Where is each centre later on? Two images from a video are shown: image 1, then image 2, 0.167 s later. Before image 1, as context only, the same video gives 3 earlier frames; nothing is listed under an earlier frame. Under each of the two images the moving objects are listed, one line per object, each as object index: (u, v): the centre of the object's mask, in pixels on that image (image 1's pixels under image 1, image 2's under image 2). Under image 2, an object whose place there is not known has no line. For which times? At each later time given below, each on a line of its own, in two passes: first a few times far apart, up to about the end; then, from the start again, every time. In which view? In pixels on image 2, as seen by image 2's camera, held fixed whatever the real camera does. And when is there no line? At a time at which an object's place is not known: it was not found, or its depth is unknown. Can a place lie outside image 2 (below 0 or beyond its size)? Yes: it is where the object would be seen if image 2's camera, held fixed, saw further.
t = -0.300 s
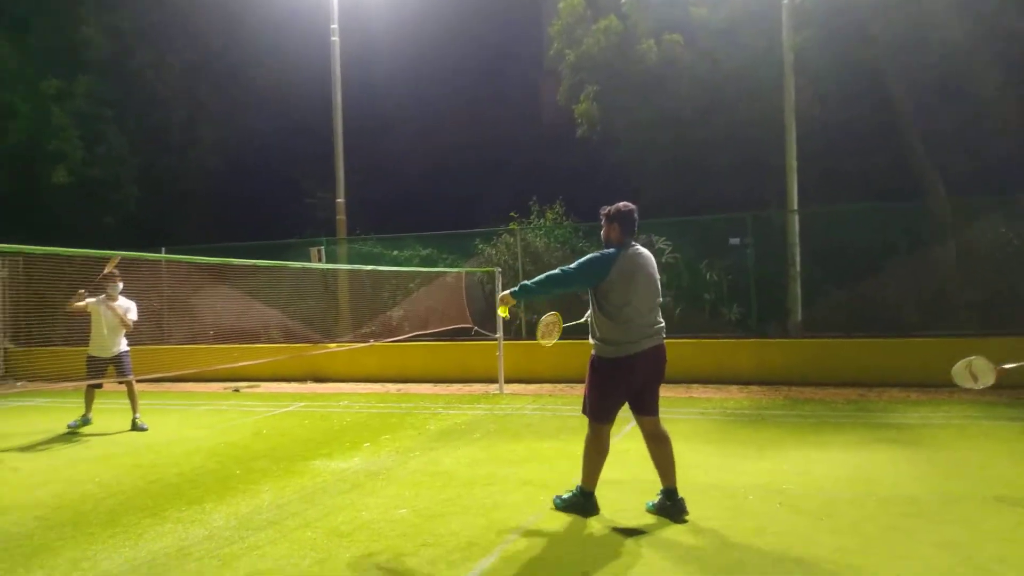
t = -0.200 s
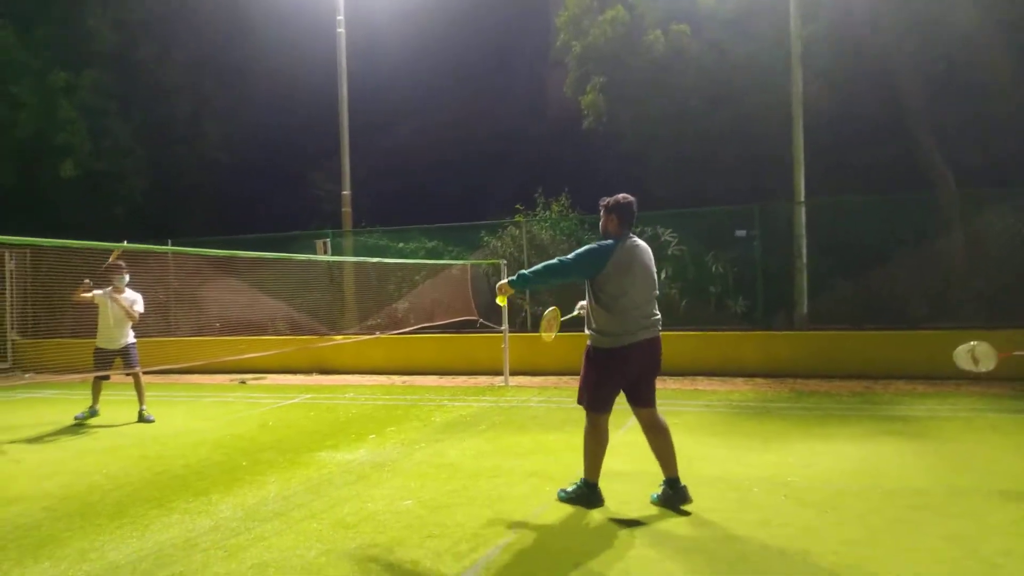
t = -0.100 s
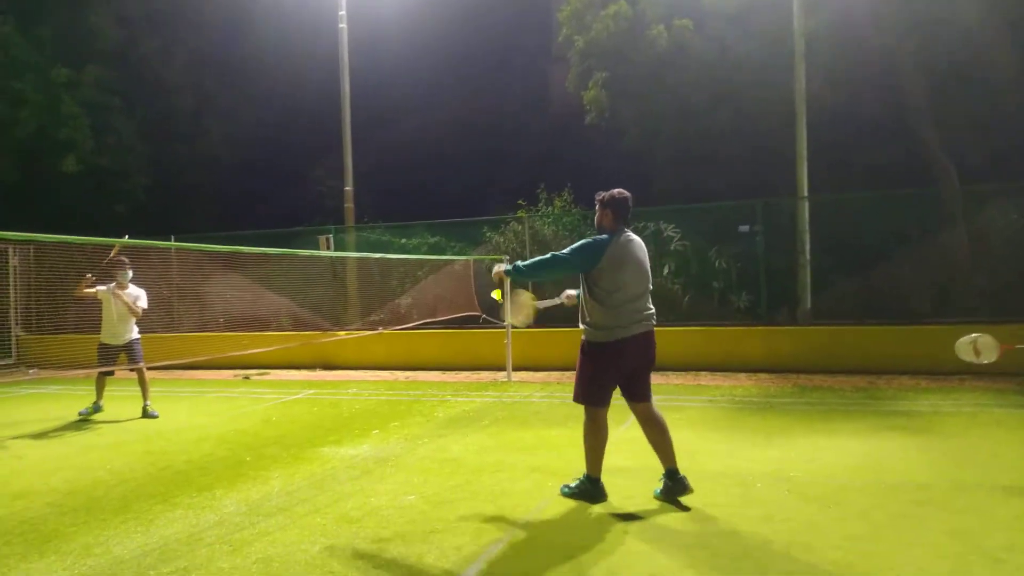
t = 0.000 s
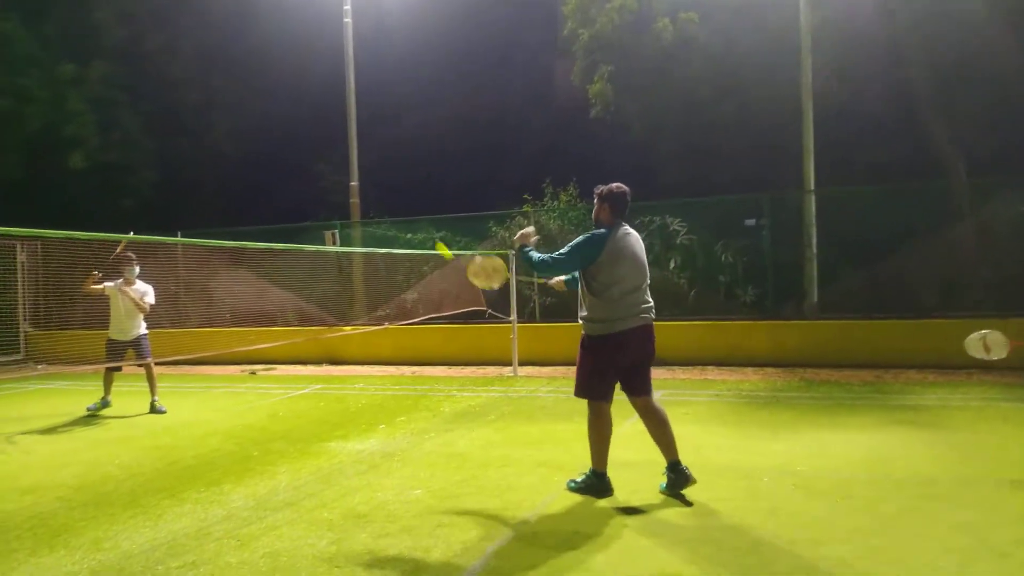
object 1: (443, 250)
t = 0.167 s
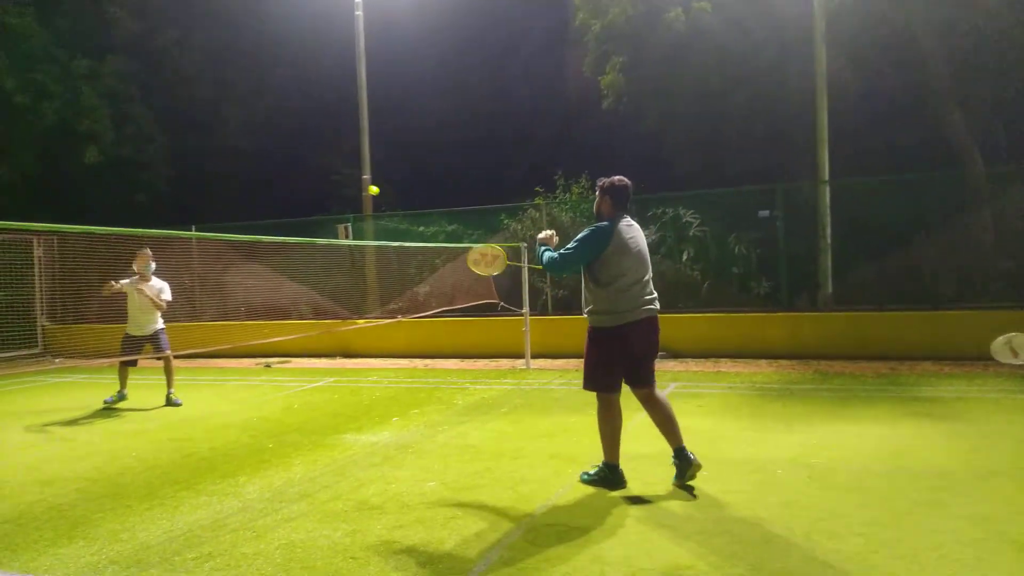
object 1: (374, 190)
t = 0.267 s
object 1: (342, 185)
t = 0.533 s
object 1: (286, 215)
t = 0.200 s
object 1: (363, 187)
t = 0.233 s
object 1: (352, 186)
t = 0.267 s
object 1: (342, 185)
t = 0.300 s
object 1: (332, 185)
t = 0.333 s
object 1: (323, 186)
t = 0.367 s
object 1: (315, 189)
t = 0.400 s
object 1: (308, 192)
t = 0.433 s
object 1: (302, 197)
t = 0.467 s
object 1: (297, 202)
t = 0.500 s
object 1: (291, 208)
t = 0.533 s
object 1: (286, 215)
